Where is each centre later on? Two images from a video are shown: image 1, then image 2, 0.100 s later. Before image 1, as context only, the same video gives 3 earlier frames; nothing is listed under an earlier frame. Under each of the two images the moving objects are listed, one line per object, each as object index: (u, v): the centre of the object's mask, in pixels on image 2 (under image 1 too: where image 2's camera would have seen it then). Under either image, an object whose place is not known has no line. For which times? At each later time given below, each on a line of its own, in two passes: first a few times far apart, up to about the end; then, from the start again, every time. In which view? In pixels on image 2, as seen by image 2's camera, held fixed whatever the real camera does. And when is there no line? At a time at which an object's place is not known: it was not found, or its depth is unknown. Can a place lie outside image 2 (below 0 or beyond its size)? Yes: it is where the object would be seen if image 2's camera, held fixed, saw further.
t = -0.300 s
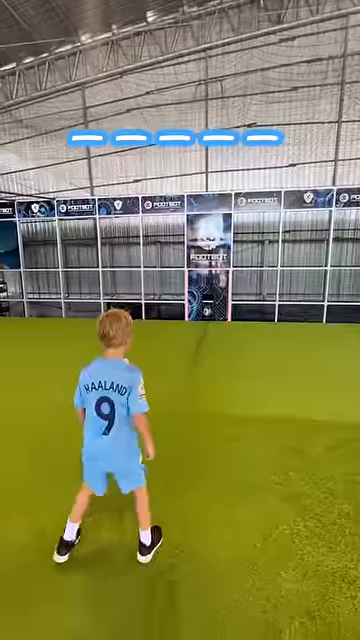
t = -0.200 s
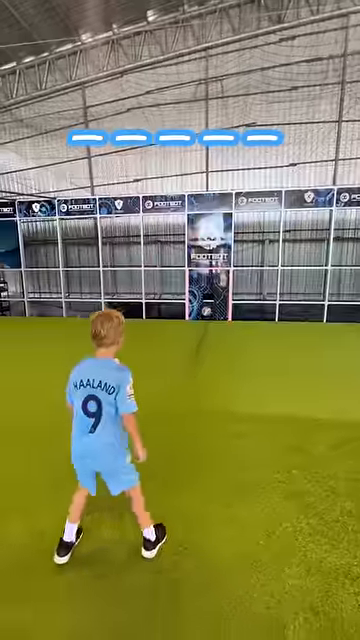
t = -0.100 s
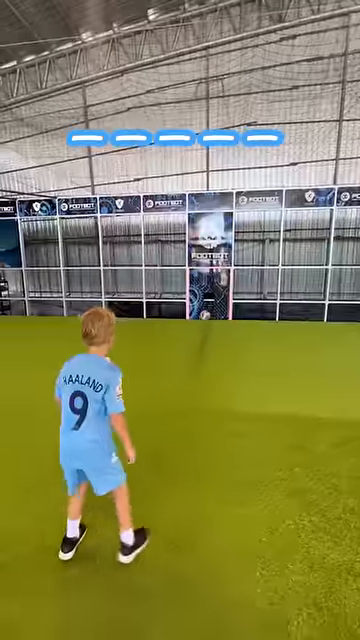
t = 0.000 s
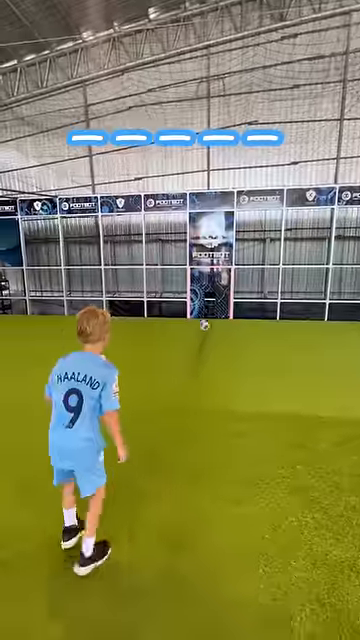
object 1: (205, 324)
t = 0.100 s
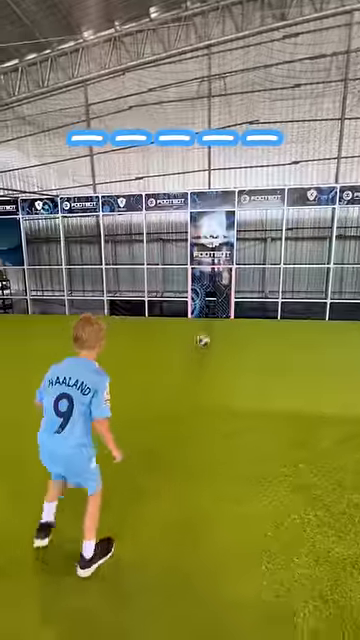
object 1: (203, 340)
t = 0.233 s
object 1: (200, 340)
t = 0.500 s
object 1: (195, 367)
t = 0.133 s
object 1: (202, 339)
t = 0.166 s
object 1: (202, 339)
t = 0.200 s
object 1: (201, 339)
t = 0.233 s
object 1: (200, 340)
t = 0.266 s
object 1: (200, 343)
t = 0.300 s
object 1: (200, 345)
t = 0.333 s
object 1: (199, 349)
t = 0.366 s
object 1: (198, 354)
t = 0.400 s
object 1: (197, 358)
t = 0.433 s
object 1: (197, 363)
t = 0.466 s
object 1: (196, 364)
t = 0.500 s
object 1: (195, 367)
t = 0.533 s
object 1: (194, 369)
